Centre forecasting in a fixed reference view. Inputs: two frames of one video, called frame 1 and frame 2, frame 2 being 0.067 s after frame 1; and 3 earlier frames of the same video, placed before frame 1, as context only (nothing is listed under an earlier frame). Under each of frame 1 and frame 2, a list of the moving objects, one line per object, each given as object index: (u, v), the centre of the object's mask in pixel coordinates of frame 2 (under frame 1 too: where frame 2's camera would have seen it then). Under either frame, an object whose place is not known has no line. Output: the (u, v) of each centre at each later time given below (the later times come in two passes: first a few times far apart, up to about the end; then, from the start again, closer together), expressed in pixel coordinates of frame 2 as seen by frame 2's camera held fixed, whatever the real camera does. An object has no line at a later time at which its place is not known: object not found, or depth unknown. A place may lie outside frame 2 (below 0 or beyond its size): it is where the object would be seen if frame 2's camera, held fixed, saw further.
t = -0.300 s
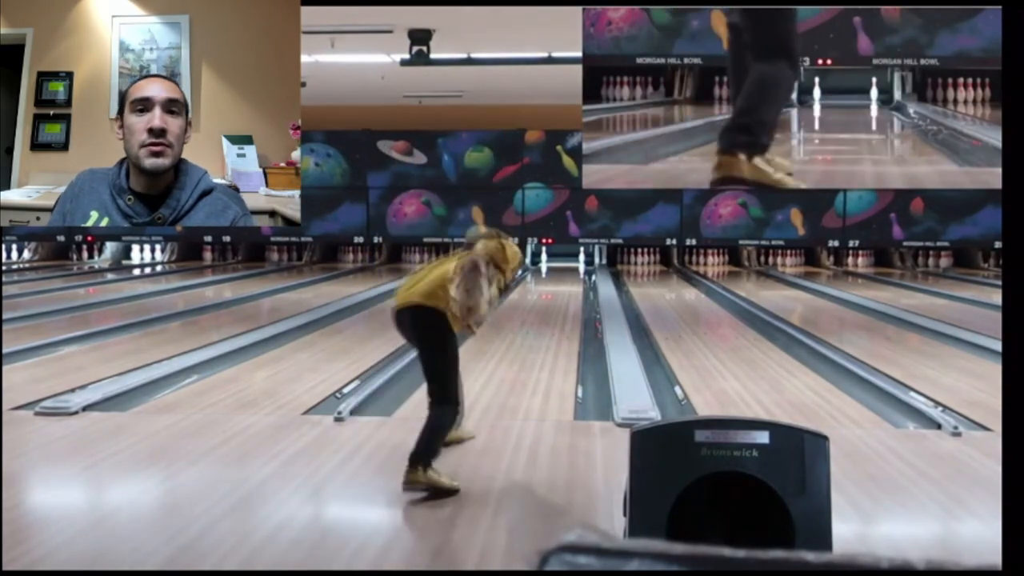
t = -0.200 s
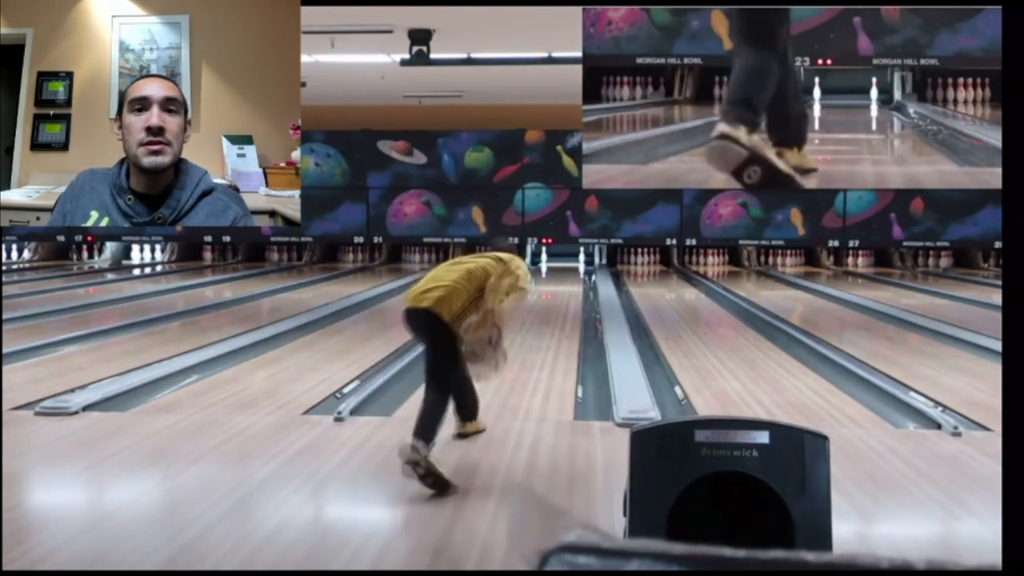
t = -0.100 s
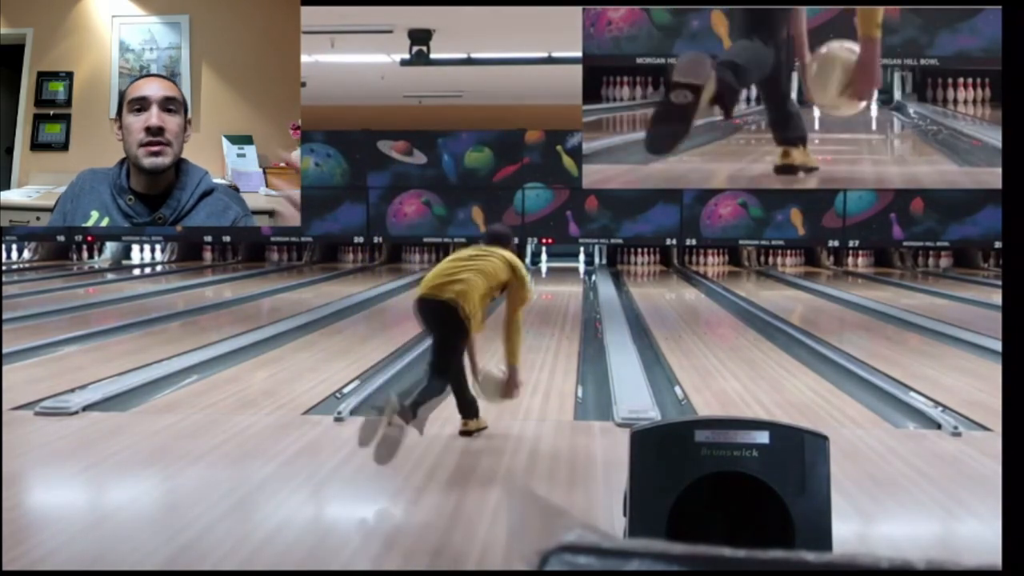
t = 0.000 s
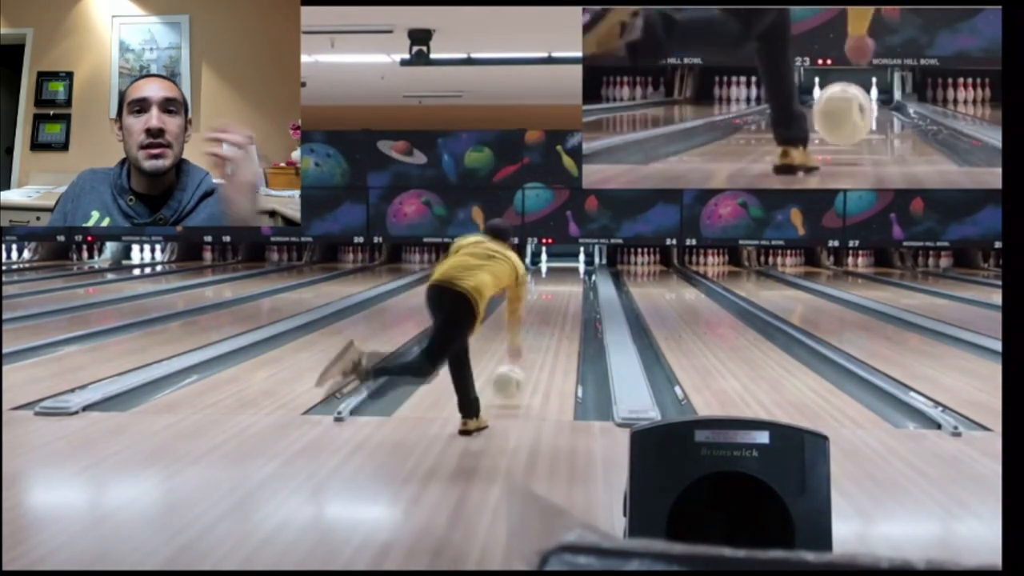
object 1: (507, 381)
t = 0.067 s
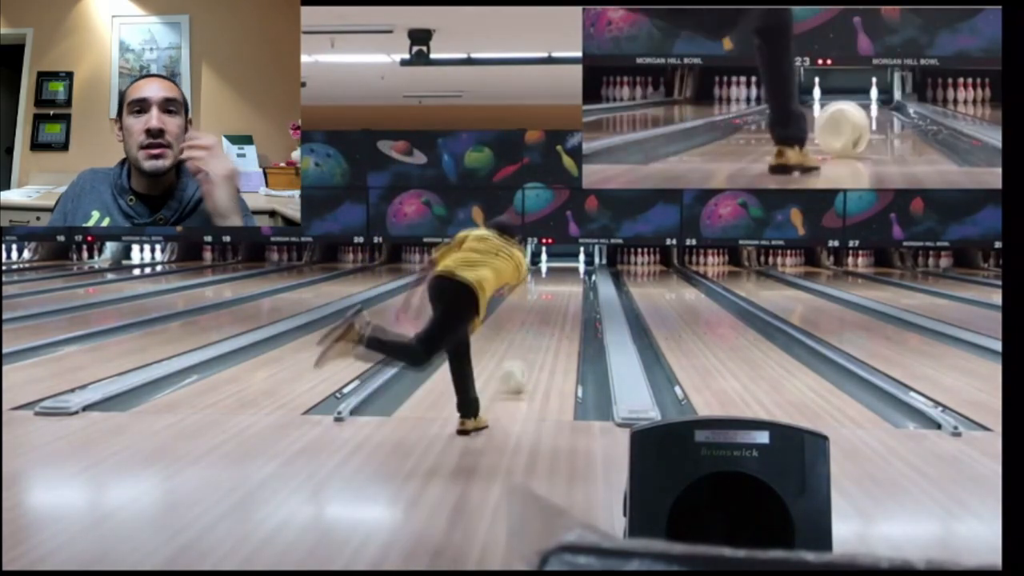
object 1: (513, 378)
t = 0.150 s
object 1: (518, 367)
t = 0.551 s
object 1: (533, 324)
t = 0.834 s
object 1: (539, 306)
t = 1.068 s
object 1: (542, 295)
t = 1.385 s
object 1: (545, 283)
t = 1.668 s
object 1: (548, 274)
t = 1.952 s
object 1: (550, 268)
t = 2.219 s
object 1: (550, 262)
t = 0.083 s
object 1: (514, 376)
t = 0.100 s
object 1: (514, 375)
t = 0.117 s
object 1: (515, 371)
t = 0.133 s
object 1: (516, 370)
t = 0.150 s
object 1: (518, 367)
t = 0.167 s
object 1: (519, 364)
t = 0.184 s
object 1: (519, 362)
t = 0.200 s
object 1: (520, 360)
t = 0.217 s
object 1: (521, 357)
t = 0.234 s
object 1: (521, 356)
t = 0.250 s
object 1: (522, 354)
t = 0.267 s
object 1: (523, 351)
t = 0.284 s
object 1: (524, 349)
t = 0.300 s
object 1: (524, 347)
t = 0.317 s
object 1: (525, 346)
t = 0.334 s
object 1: (525, 346)
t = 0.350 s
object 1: (526, 343)
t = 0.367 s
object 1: (527, 341)
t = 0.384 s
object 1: (528, 340)
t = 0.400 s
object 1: (528, 338)
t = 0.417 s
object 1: (529, 336)
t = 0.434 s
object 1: (529, 334)
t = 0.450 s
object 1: (529, 332)
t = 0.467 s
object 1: (530, 332)
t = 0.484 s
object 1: (531, 330)
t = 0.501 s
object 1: (531, 328)
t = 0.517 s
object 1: (532, 327)
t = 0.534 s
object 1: (532, 325)
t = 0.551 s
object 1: (533, 324)
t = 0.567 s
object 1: (533, 323)
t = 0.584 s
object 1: (534, 322)
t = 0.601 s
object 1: (534, 320)
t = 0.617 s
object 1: (534, 319)
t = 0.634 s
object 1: (535, 318)
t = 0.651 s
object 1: (535, 317)
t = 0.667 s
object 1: (535, 315)
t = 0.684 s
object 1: (536, 315)
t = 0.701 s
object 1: (537, 313)
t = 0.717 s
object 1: (537, 312)
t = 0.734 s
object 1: (537, 311)
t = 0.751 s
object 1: (538, 310)
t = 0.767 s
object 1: (538, 309)
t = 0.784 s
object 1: (538, 308)
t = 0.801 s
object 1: (539, 307)
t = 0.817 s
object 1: (539, 307)
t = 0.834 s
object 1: (539, 306)
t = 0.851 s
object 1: (539, 305)
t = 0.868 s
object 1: (539, 304)
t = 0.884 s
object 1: (539, 303)
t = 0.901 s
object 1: (539, 302)
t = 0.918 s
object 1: (540, 301)
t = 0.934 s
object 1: (541, 299)
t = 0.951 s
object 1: (541, 299)
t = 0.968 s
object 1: (541, 298)
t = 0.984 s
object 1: (541, 298)
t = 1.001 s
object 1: (542, 298)
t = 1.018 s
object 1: (542, 296)
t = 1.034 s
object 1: (541, 296)
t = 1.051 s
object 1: (543, 296)
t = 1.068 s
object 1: (542, 295)
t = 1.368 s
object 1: (545, 283)
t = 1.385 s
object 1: (545, 283)
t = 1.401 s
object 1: (546, 281)
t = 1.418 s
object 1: (546, 281)
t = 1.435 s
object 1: (546, 280)
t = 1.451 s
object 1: (546, 280)
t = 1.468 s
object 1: (547, 279)
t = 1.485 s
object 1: (547, 279)
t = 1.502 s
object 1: (547, 278)
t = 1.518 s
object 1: (547, 278)
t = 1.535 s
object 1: (547, 277)
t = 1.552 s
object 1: (547, 277)
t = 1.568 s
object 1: (548, 276)
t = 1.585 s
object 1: (548, 276)
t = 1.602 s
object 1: (548, 276)
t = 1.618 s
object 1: (548, 275)
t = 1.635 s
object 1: (548, 275)
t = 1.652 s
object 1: (548, 274)
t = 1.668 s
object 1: (548, 274)
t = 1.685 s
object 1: (548, 273)
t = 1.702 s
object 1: (548, 273)
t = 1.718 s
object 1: (548, 273)
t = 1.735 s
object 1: (548, 273)
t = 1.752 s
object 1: (548, 272)
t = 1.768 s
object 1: (549, 272)
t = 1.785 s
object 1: (549, 271)
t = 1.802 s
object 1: (549, 271)
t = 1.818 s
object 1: (549, 271)
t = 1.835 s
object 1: (549, 271)
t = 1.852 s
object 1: (549, 270)
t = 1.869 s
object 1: (549, 270)
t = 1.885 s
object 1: (550, 269)
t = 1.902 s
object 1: (550, 269)
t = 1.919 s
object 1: (550, 269)
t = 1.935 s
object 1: (550, 268)
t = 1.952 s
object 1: (550, 268)
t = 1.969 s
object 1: (550, 267)
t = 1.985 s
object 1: (550, 266)
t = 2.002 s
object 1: (550, 266)
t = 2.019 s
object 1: (550, 266)
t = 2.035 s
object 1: (550, 266)
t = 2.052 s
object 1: (550, 266)
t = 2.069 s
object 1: (549, 266)
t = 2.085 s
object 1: (550, 265)
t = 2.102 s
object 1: (550, 265)
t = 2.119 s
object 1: (550, 264)
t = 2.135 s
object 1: (550, 264)
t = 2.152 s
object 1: (550, 264)
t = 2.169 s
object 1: (550, 264)
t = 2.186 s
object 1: (550, 262)
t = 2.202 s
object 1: (550, 262)
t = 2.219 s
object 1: (550, 262)
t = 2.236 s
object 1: (550, 262)
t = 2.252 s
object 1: (550, 262)
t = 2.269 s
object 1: (550, 261)
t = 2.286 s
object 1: (550, 261)
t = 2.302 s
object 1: (549, 261)
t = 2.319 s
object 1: (549, 261)
